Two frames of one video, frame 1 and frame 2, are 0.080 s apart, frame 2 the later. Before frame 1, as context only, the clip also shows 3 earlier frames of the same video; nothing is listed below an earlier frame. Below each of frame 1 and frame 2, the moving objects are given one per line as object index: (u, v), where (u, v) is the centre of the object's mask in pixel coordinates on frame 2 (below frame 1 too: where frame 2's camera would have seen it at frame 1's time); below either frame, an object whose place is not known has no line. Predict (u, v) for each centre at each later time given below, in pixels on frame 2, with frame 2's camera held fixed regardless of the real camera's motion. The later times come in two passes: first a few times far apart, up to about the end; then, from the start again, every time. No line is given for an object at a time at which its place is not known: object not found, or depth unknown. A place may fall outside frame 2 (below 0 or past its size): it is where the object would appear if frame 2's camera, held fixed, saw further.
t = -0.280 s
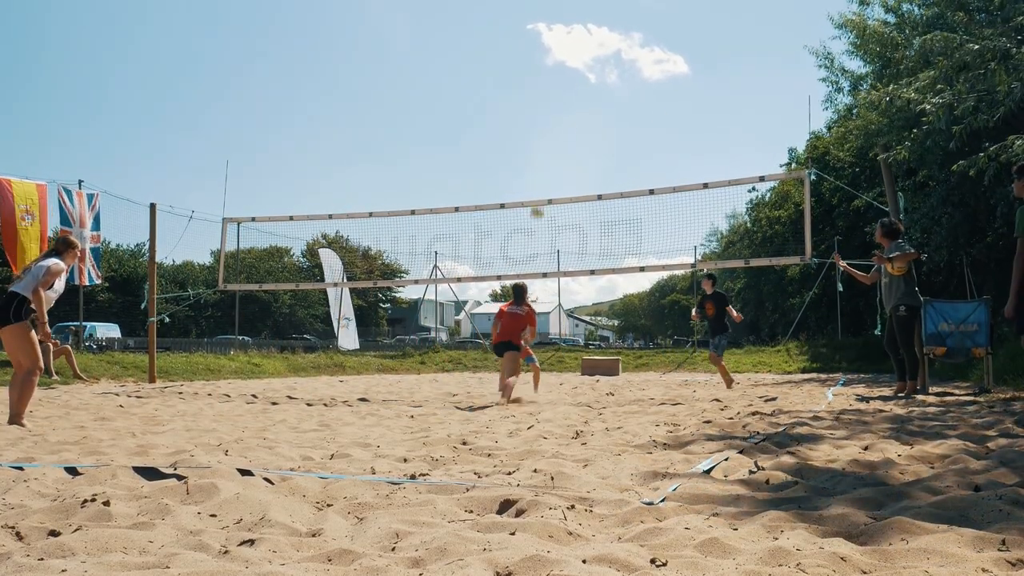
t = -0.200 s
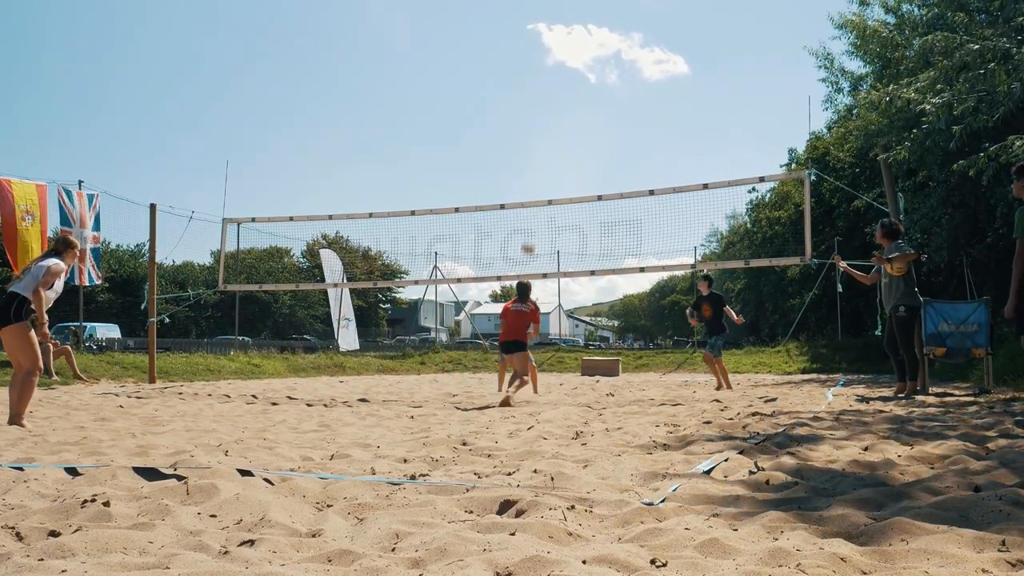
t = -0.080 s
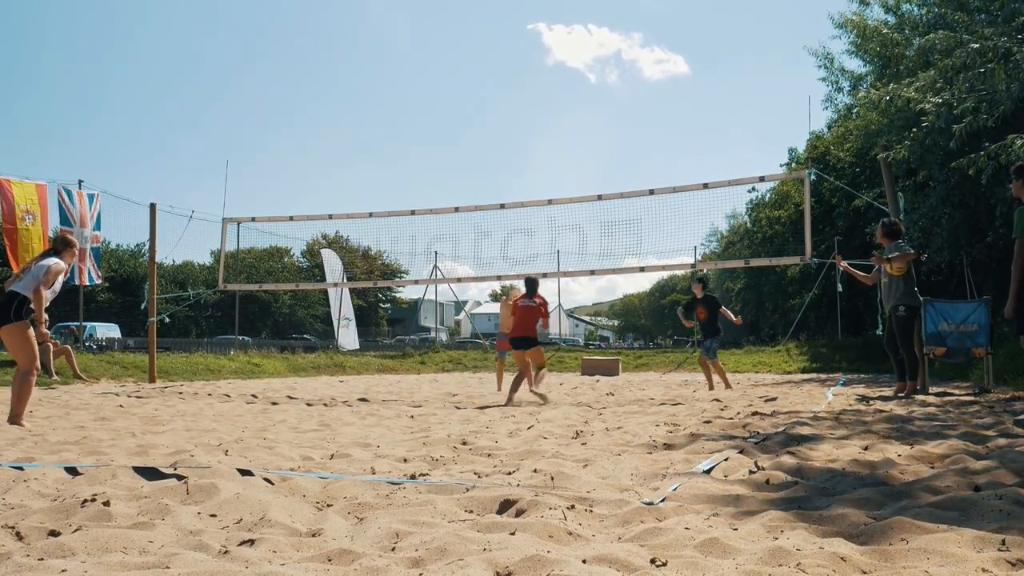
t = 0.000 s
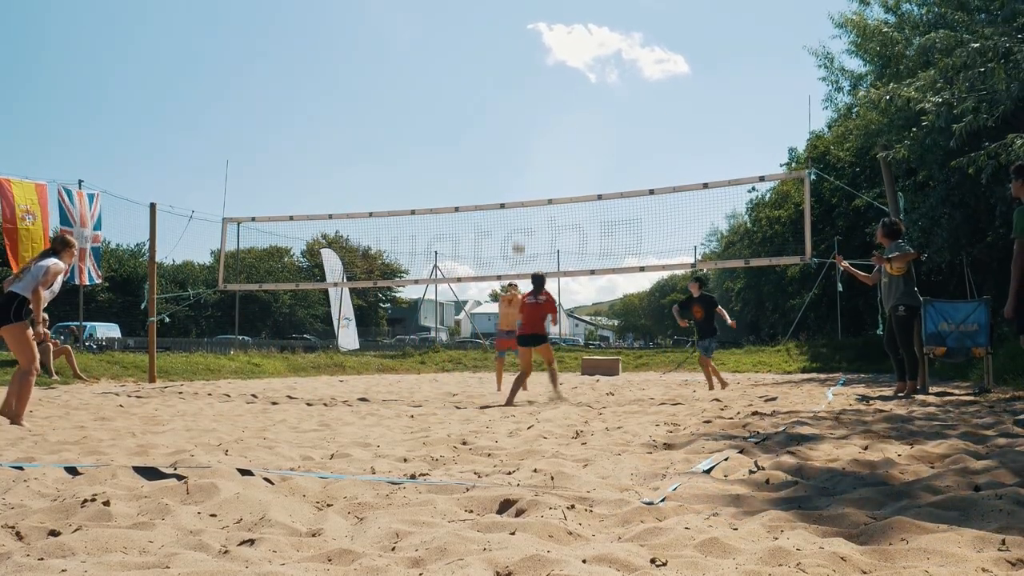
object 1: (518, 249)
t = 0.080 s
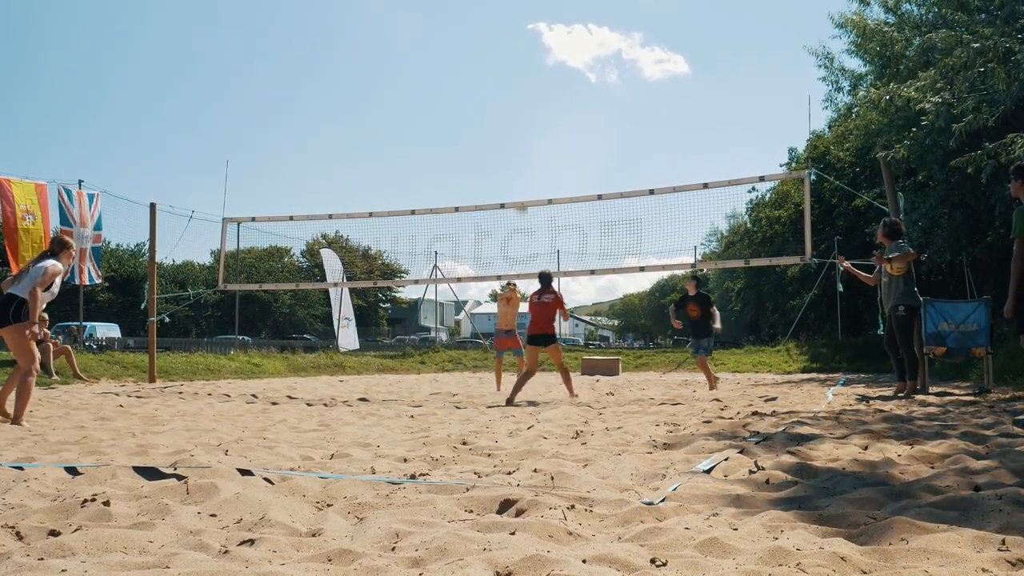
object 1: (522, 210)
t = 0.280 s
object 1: (526, 121)
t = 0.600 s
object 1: (534, 39)
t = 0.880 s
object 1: (543, 21)
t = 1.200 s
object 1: (554, 66)
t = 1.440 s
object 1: (564, 147)
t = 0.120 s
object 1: (522, 187)
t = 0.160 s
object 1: (523, 169)
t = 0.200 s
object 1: (524, 152)
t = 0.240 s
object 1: (525, 136)
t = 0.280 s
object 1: (526, 121)
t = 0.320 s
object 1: (527, 107)
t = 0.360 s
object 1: (528, 94)
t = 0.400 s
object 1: (529, 82)
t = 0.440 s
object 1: (530, 72)
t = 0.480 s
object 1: (531, 62)
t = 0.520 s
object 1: (532, 53)
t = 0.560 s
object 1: (533, 46)
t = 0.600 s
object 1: (534, 39)
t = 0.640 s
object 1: (535, 33)
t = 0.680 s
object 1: (537, 28)
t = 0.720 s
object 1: (538, 25)
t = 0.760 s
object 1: (539, 22)
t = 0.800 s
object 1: (541, 21)
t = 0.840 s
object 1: (542, 20)
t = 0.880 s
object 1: (543, 21)
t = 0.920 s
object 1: (545, 23)
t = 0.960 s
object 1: (546, 26)
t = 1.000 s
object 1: (547, 29)
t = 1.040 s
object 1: (549, 34)
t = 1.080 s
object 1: (550, 40)
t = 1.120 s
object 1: (551, 48)
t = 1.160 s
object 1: (553, 56)
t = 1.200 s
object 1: (554, 66)
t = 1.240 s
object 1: (556, 76)
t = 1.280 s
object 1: (558, 88)
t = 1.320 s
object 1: (559, 101)
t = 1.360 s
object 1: (561, 115)
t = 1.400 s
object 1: (563, 130)
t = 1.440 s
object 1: (564, 147)
